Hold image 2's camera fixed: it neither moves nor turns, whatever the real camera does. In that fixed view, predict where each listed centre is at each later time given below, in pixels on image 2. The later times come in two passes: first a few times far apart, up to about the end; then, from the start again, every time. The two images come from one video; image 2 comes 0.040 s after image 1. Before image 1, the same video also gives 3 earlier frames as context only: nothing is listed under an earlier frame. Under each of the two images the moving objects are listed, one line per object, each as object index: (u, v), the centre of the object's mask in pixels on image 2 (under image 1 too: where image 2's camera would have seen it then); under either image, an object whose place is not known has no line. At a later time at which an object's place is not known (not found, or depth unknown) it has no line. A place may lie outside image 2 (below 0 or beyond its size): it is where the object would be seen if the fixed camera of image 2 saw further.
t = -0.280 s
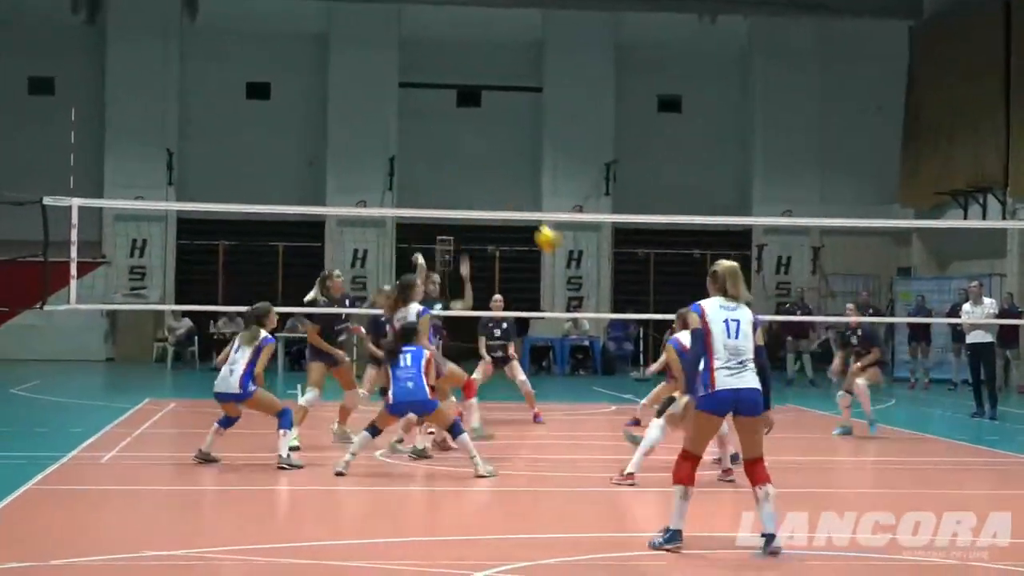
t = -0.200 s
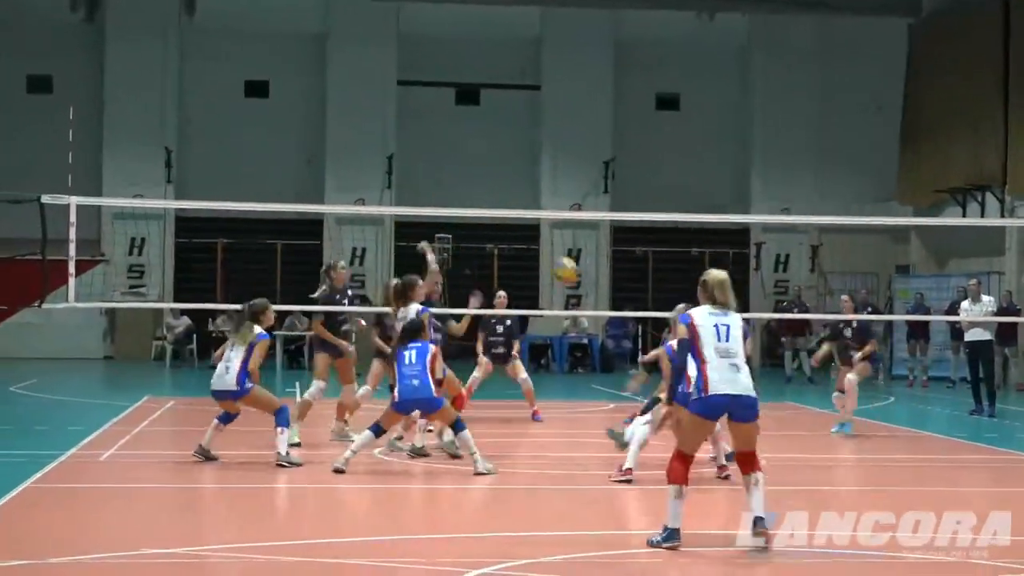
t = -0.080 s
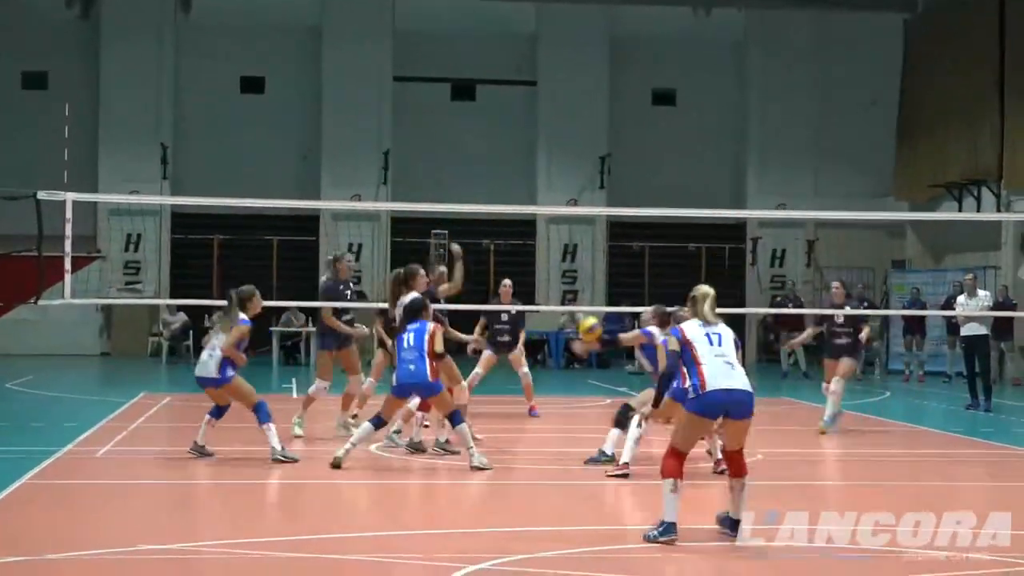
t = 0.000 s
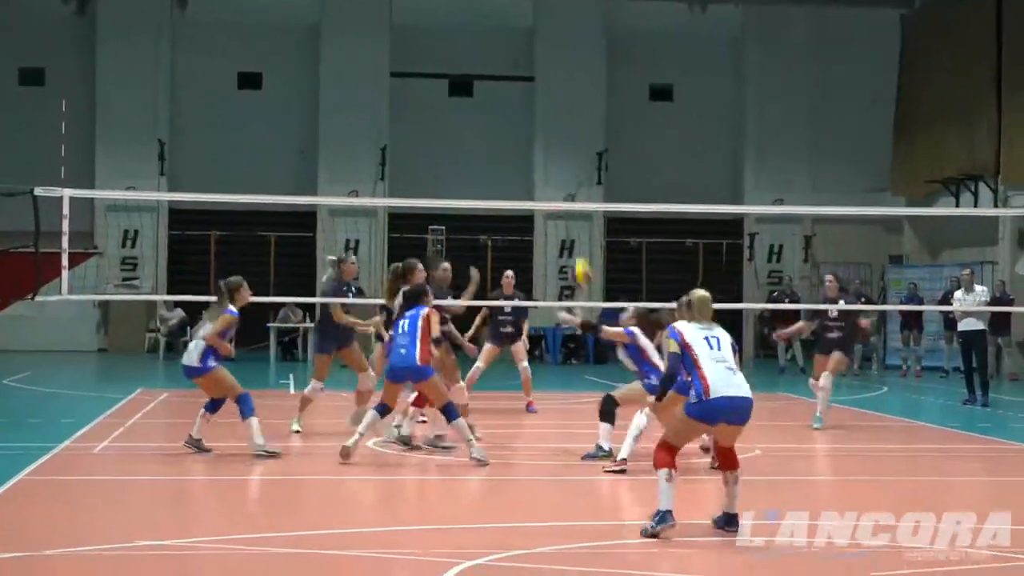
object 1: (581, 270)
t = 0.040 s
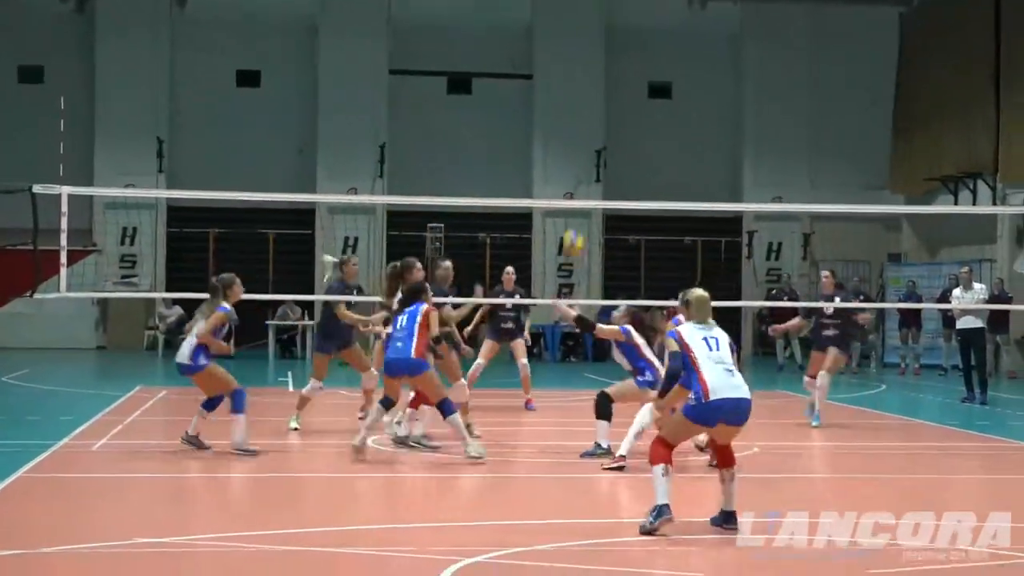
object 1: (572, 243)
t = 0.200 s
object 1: (552, 159)
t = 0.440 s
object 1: (522, 85)
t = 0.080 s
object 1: (568, 221)
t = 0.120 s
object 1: (562, 199)
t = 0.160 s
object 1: (557, 178)
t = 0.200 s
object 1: (552, 159)
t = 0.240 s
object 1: (549, 141)
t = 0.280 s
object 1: (544, 128)
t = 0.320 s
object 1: (538, 112)
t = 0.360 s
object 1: (534, 103)
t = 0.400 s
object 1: (529, 94)
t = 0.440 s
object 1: (522, 85)
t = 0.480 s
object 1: (518, 77)
